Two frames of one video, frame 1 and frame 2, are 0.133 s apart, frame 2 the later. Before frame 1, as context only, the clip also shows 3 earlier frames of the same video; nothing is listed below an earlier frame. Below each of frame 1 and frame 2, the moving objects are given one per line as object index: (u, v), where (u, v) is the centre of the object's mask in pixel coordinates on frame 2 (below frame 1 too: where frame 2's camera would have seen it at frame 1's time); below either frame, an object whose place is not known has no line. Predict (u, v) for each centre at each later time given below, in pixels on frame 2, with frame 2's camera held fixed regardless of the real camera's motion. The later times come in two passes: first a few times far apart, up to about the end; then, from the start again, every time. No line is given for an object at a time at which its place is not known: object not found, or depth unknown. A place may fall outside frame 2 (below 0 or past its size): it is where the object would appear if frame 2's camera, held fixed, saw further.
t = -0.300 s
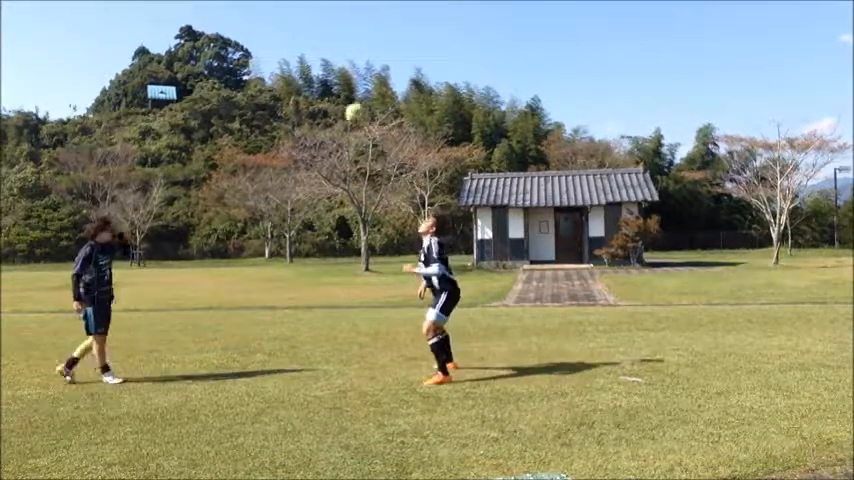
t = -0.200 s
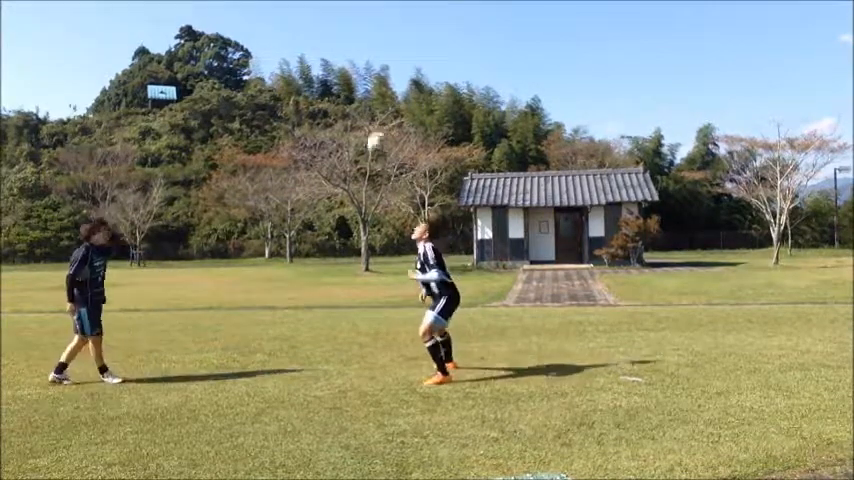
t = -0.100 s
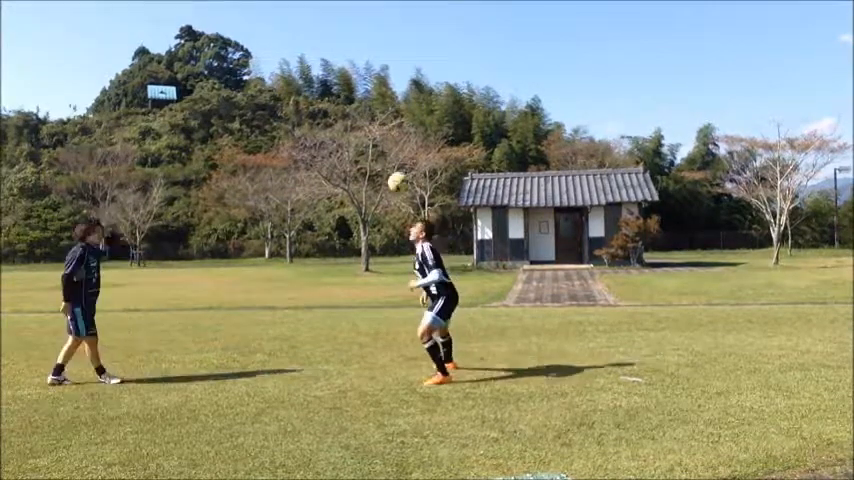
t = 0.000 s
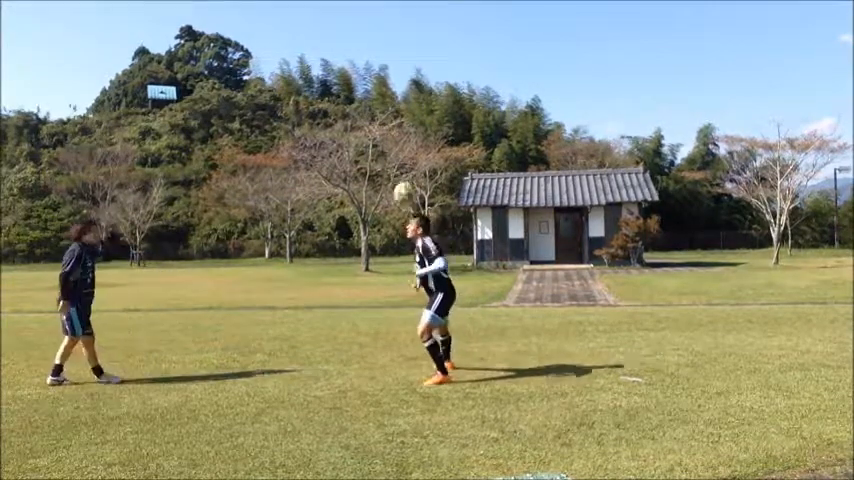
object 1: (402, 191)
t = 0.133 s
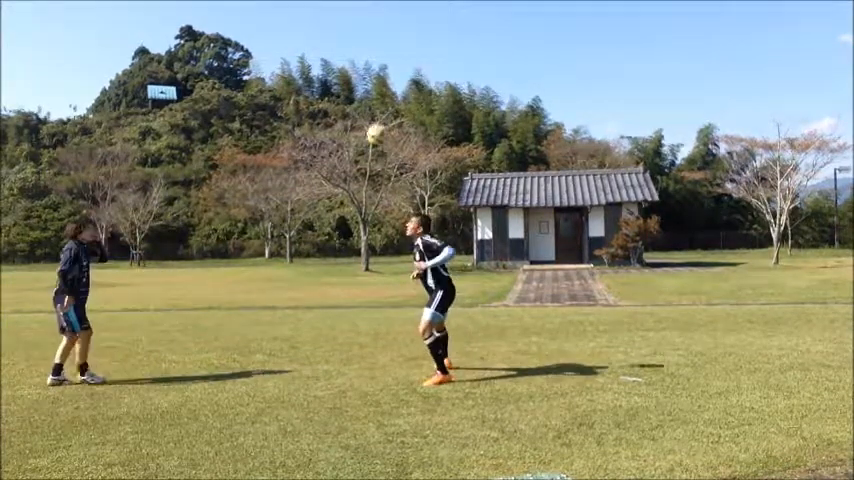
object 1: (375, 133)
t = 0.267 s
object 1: (346, 93)
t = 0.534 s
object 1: (290, 70)
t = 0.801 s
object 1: (238, 130)
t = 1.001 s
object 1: (197, 235)
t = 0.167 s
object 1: (367, 120)
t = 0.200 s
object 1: (361, 109)
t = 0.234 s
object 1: (355, 101)
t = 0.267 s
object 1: (346, 93)
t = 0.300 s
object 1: (343, 87)
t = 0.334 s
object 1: (332, 79)
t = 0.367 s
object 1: (326, 74)
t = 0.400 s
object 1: (319, 70)
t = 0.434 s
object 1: (313, 69)
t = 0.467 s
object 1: (304, 67)
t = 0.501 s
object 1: (301, 68)
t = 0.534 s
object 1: (290, 70)
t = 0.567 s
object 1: (285, 72)
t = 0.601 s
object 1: (281, 79)
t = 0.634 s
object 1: (269, 82)
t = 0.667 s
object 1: (263, 89)
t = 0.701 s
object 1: (258, 97)
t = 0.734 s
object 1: (252, 108)
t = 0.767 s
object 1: (245, 118)
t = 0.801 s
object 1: (238, 130)
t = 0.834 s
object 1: (228, 142)
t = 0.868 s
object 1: (222, 158)
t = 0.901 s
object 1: (215, 175)
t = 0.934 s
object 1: (210, 194)
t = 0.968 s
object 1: (204, 213)
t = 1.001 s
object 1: (197, 235)
